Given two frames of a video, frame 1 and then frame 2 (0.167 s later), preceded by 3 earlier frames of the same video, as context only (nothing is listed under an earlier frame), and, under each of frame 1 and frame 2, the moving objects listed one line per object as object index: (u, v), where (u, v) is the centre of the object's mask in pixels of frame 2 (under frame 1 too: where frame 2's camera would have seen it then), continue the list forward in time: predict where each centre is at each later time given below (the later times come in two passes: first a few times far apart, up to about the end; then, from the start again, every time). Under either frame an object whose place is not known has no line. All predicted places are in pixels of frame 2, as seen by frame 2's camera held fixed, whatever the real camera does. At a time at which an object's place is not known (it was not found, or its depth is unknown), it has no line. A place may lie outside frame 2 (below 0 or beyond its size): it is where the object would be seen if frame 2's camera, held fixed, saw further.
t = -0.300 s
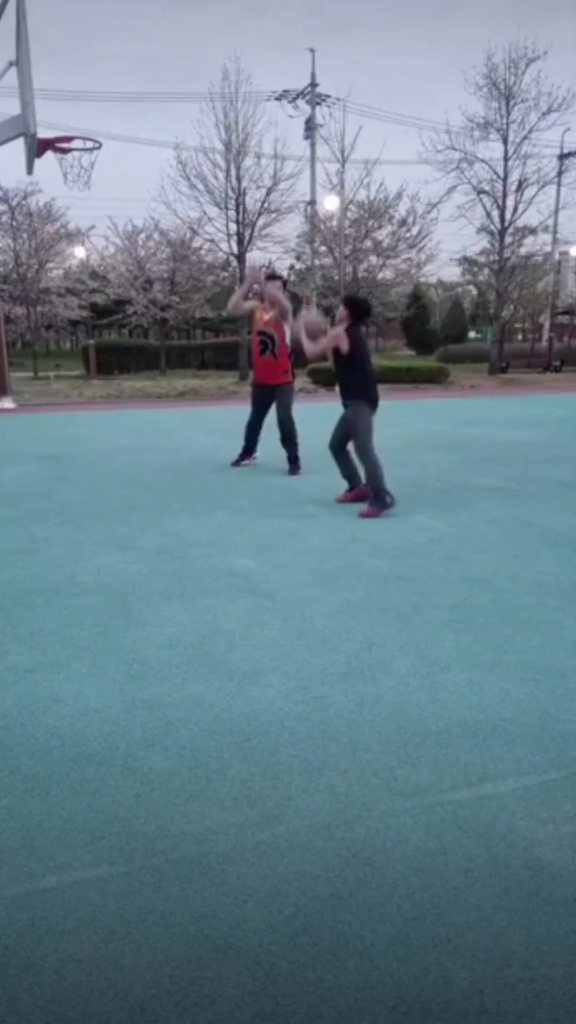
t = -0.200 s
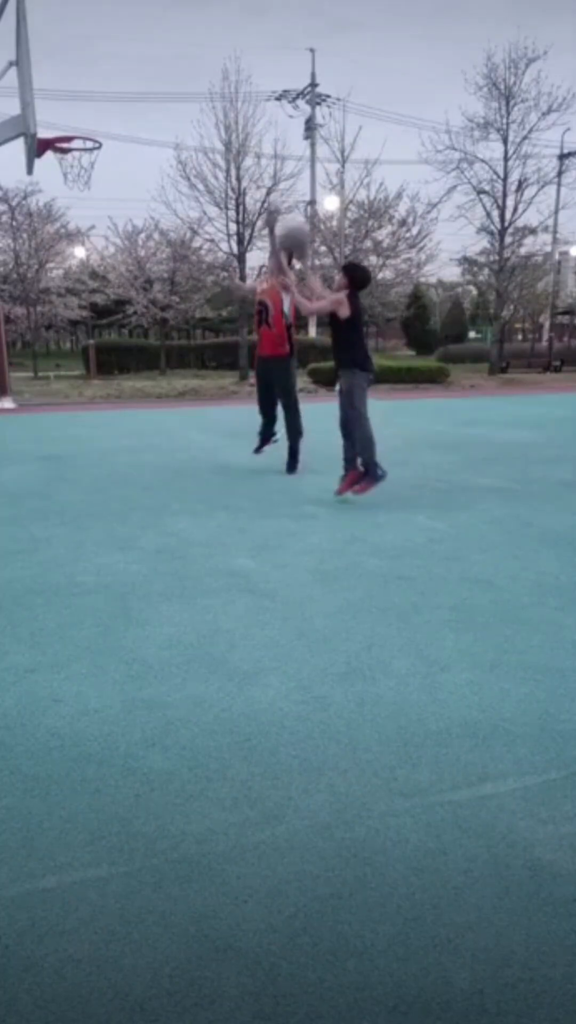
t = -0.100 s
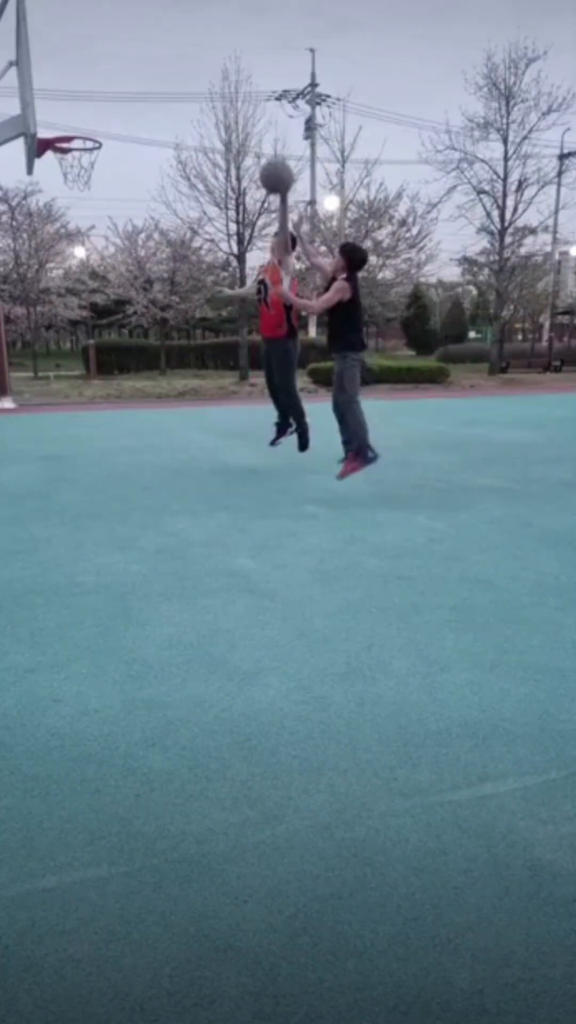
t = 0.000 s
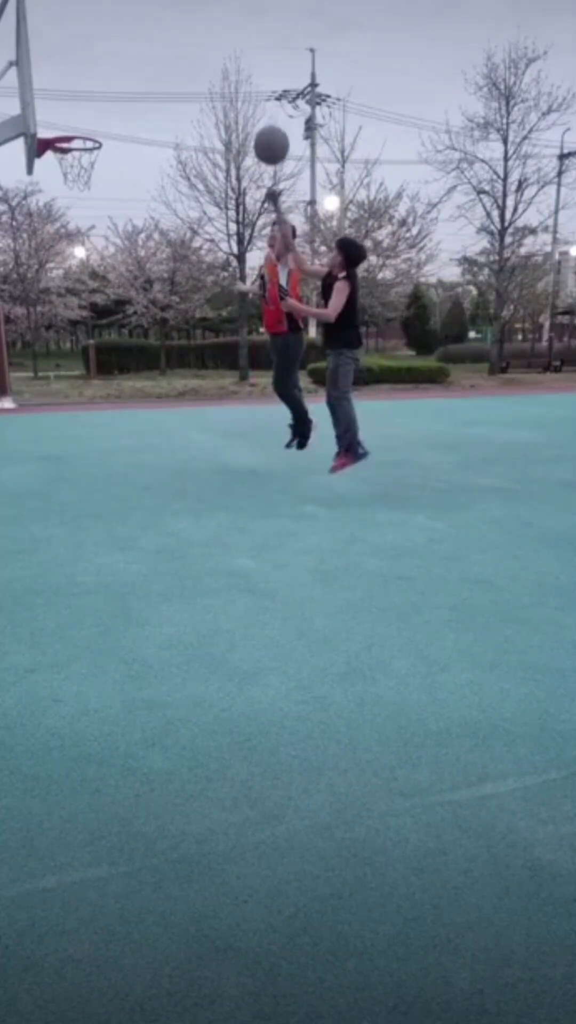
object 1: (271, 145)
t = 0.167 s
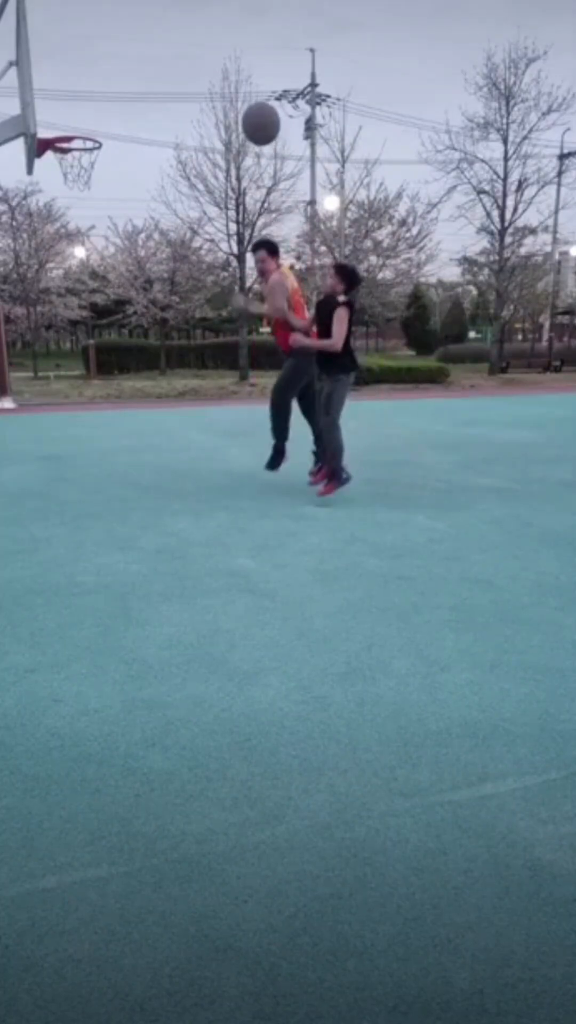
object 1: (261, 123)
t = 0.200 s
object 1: (259, 124)
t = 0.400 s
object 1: (245, 175)
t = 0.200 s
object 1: (259, 124)
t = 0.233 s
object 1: (257, 127)
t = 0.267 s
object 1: (254, 132)
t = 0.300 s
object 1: (252, 139)
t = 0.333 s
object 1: (250, 148)
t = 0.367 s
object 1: (247, 160)
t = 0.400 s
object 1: (245, 175)
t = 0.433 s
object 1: (242, 192)
